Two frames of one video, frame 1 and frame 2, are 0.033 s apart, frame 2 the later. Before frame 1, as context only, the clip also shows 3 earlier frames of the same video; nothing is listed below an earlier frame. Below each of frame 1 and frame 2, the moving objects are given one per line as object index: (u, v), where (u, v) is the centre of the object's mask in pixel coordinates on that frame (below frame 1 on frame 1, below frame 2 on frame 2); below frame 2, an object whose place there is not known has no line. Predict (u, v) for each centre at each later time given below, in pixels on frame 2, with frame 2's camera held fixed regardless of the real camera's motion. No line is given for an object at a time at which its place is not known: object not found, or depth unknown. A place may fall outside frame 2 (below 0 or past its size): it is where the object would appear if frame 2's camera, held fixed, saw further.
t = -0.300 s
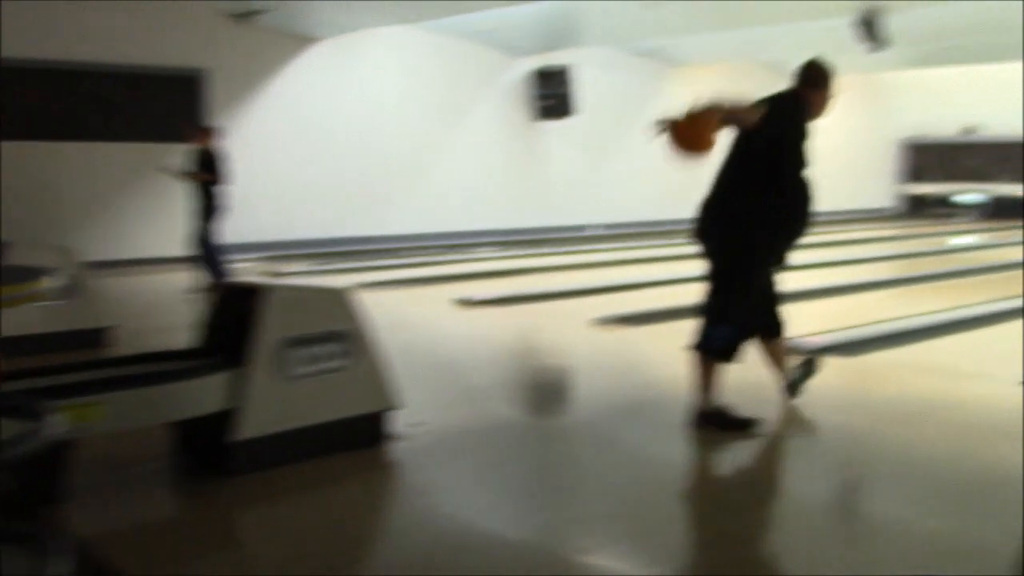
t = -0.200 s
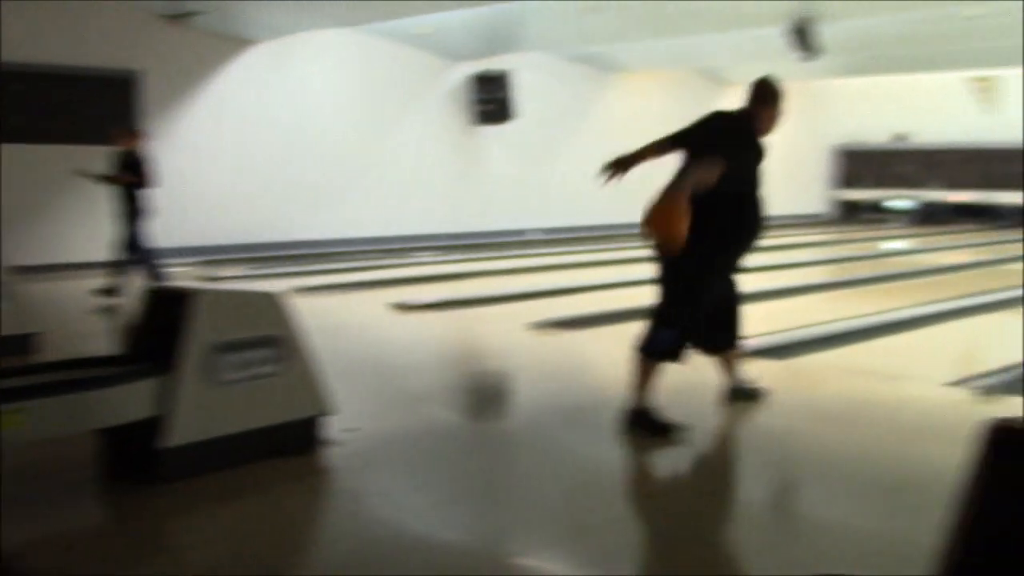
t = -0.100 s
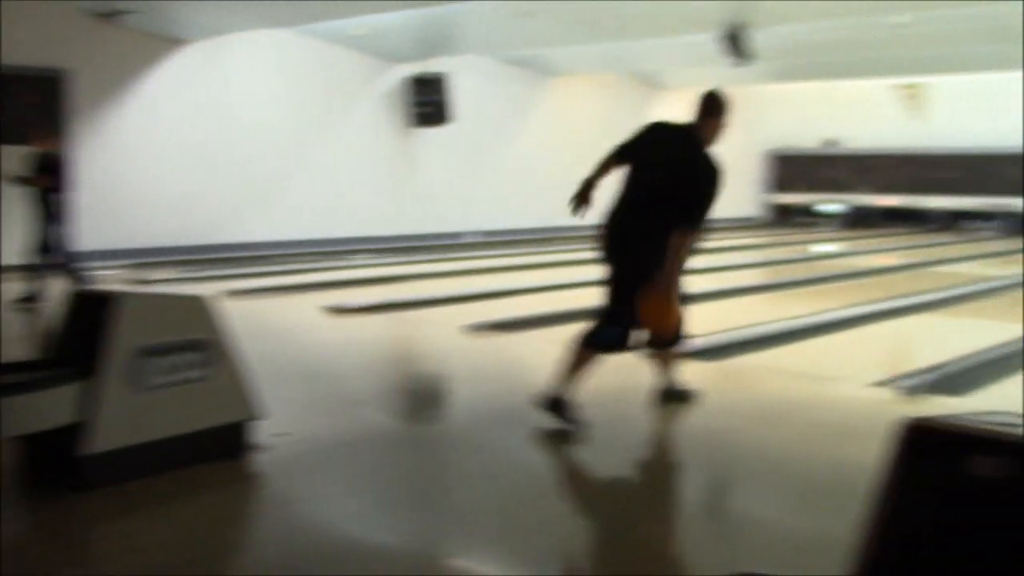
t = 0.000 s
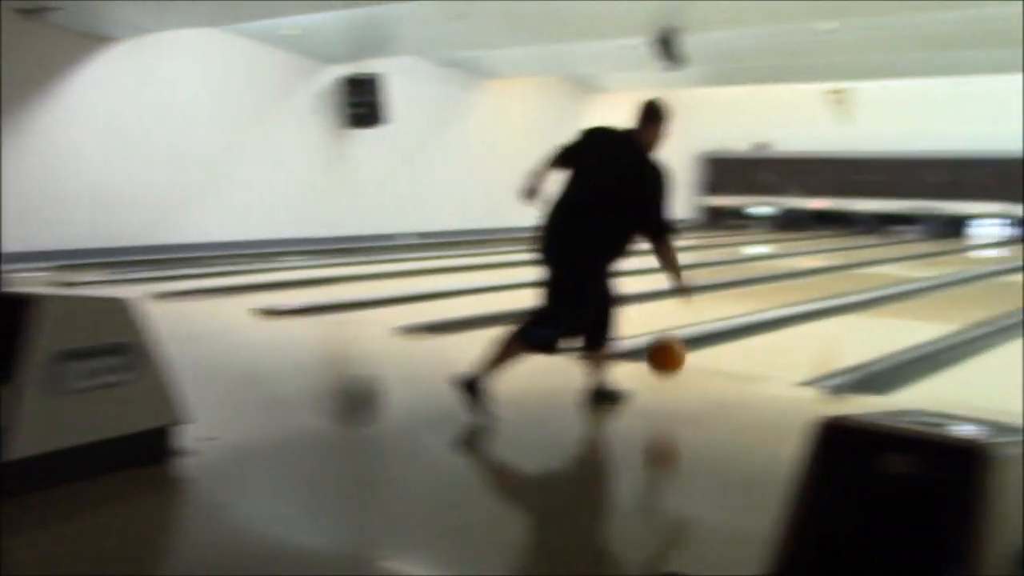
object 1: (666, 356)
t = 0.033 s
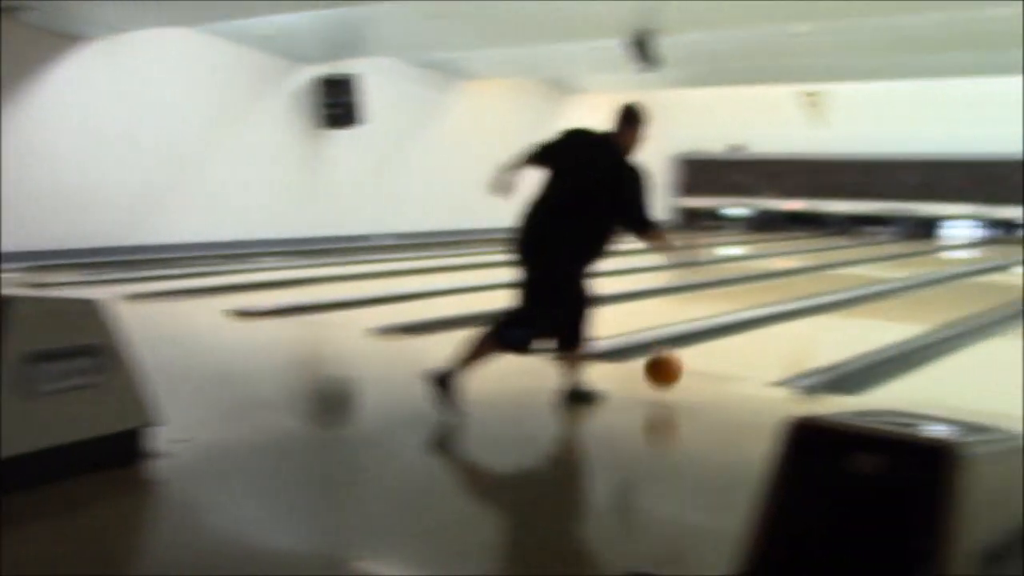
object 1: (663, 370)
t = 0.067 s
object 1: (683, 375)
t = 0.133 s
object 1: (718, 363)
